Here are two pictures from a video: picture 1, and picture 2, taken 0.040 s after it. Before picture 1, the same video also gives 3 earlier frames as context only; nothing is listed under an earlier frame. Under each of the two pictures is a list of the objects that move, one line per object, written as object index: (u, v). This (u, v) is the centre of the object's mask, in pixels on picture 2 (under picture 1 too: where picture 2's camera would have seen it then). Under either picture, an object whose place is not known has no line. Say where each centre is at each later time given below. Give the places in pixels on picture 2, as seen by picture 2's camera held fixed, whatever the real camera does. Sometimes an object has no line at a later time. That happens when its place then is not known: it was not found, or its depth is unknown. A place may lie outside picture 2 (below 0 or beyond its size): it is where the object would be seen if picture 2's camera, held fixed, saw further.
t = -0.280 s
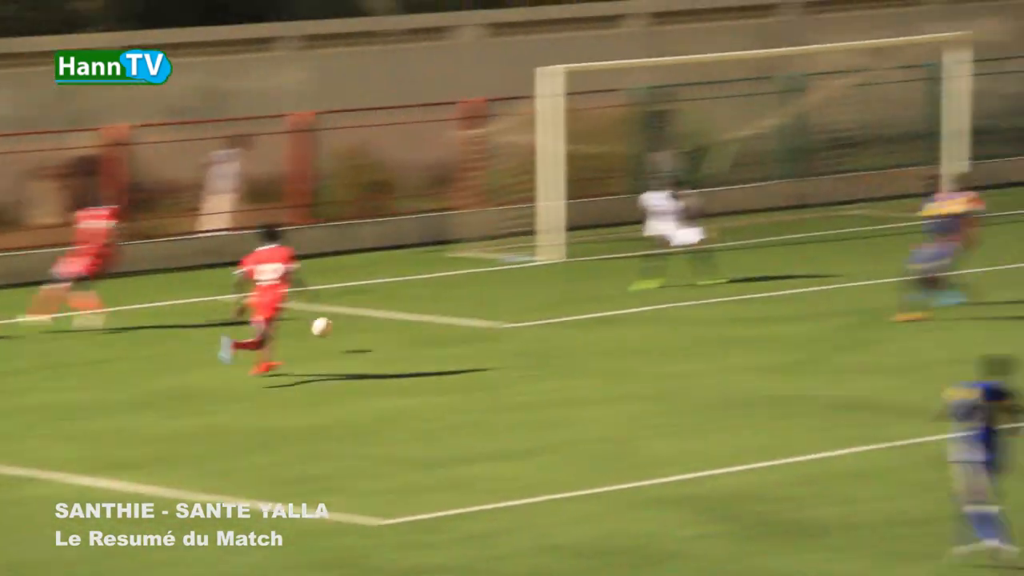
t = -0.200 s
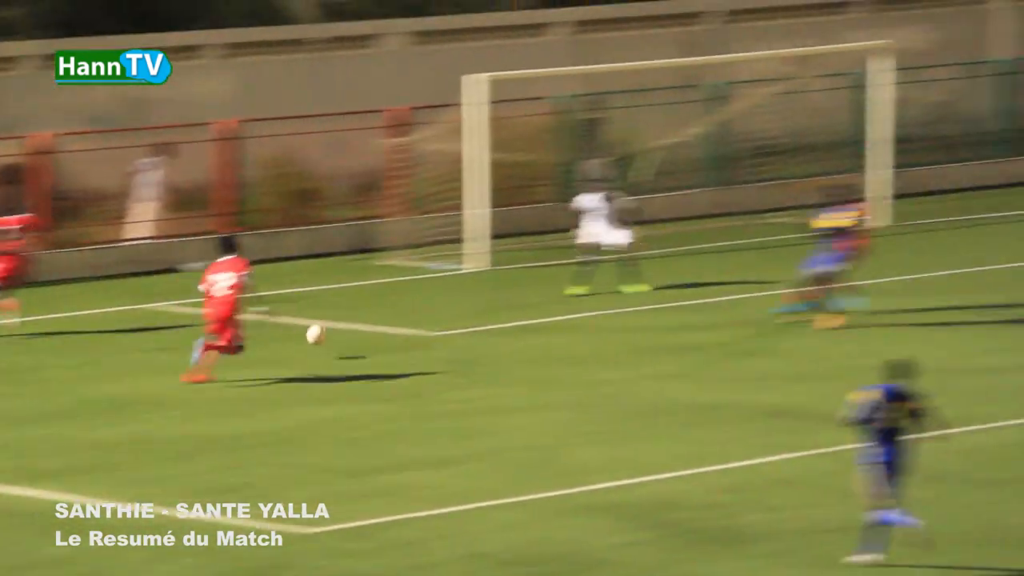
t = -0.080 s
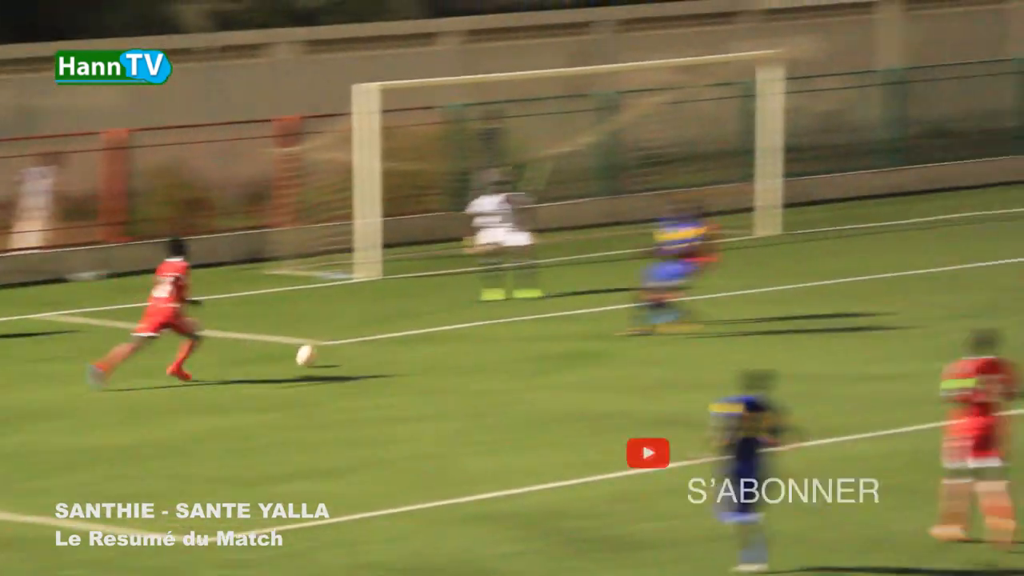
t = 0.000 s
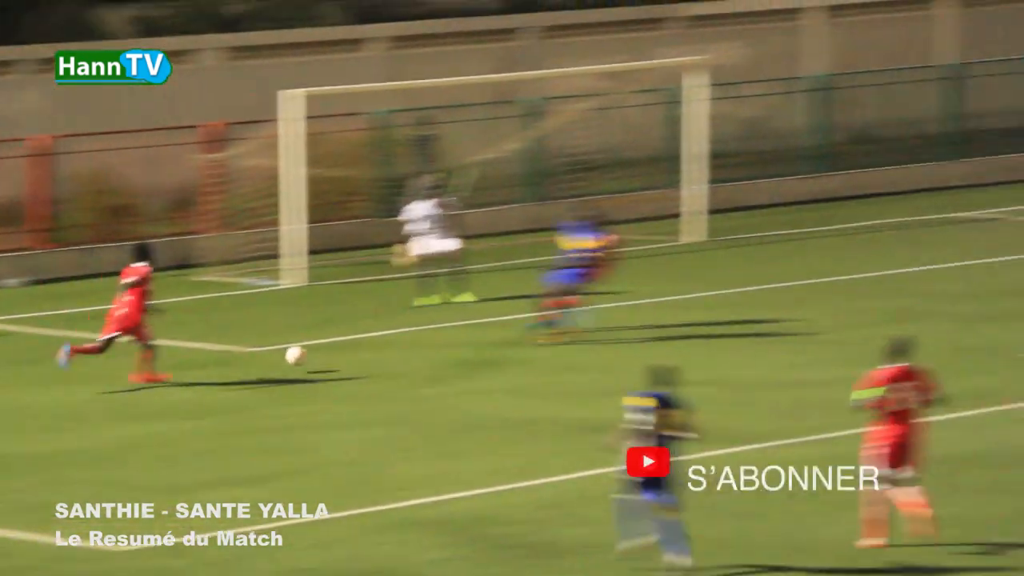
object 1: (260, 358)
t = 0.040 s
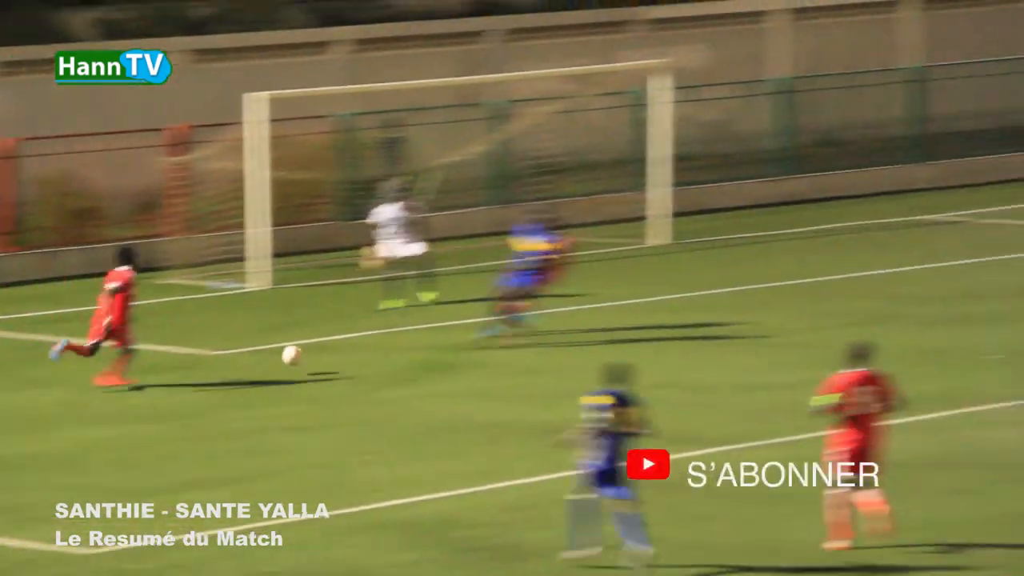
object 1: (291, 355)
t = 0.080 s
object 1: (322, 353)
